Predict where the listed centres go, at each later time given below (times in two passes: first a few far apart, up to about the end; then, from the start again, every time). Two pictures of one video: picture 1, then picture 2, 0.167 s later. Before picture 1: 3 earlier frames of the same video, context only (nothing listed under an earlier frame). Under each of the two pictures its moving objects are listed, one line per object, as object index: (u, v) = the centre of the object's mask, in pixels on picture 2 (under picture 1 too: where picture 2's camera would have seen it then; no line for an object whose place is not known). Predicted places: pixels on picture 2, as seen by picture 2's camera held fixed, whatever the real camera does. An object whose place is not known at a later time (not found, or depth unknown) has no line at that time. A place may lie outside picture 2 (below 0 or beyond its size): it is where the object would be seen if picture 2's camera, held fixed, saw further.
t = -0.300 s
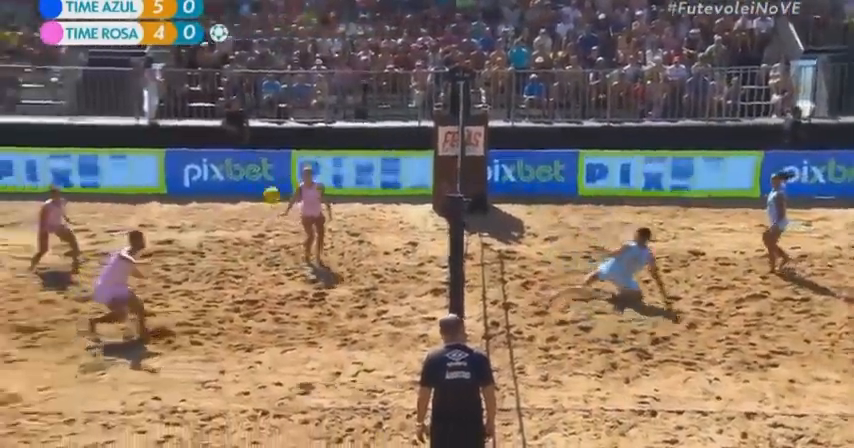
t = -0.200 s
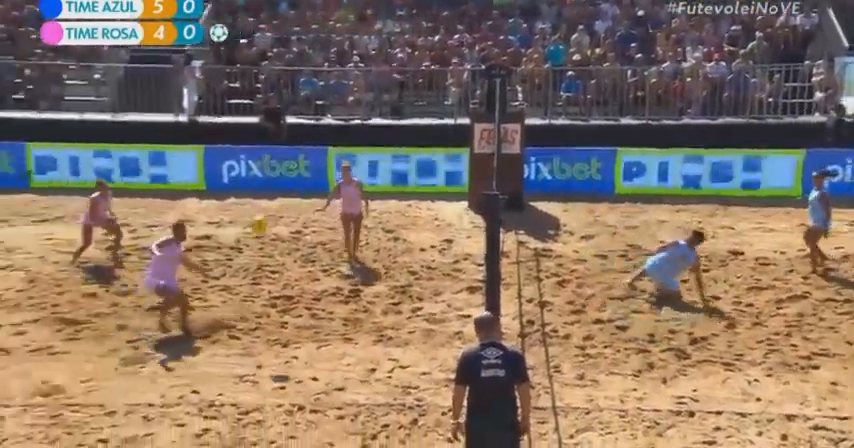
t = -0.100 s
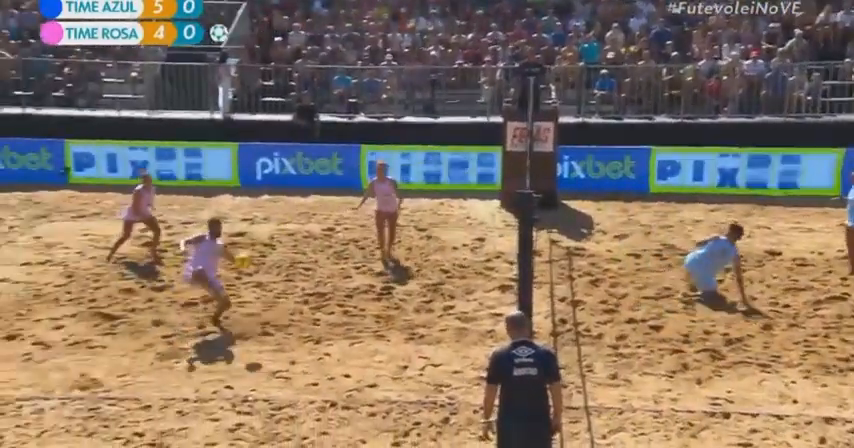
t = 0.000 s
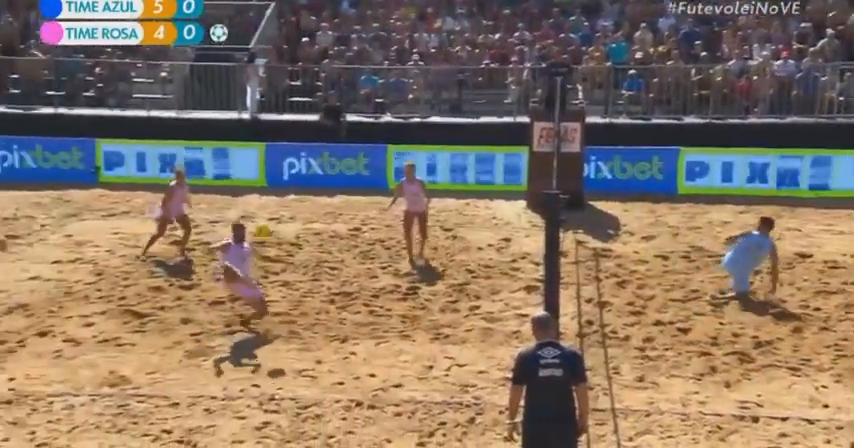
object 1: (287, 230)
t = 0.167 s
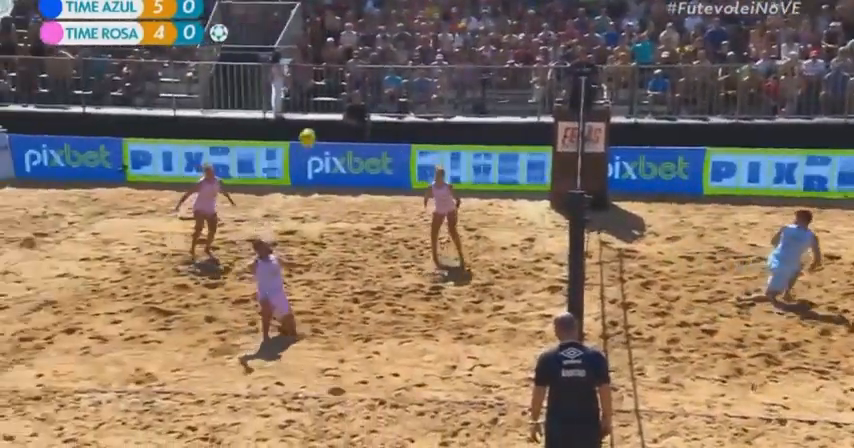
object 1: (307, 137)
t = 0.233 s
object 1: (315, 106)
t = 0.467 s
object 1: (343, 34)
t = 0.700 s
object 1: (369, 4)
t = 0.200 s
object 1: (311, 124)
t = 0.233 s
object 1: (315, 106)
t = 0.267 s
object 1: (319, 95)
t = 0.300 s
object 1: (323, 83)
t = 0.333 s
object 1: (327, 71)
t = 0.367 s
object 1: (331, 60)
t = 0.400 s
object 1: (335, 51)
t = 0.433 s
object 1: (338, 42)
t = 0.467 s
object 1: (343, 34)
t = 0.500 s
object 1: (347, 26)
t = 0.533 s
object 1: (350, 20)
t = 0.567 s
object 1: (354, 16)
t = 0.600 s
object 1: (357, 12)
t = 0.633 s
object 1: (362, 8)
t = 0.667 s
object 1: (366, 5)
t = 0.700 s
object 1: (369, 4)
